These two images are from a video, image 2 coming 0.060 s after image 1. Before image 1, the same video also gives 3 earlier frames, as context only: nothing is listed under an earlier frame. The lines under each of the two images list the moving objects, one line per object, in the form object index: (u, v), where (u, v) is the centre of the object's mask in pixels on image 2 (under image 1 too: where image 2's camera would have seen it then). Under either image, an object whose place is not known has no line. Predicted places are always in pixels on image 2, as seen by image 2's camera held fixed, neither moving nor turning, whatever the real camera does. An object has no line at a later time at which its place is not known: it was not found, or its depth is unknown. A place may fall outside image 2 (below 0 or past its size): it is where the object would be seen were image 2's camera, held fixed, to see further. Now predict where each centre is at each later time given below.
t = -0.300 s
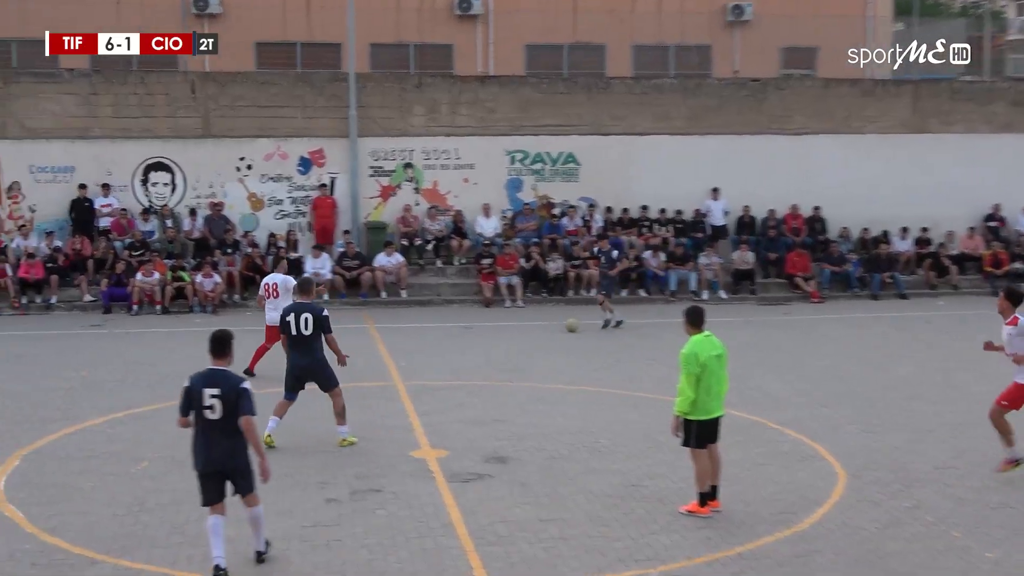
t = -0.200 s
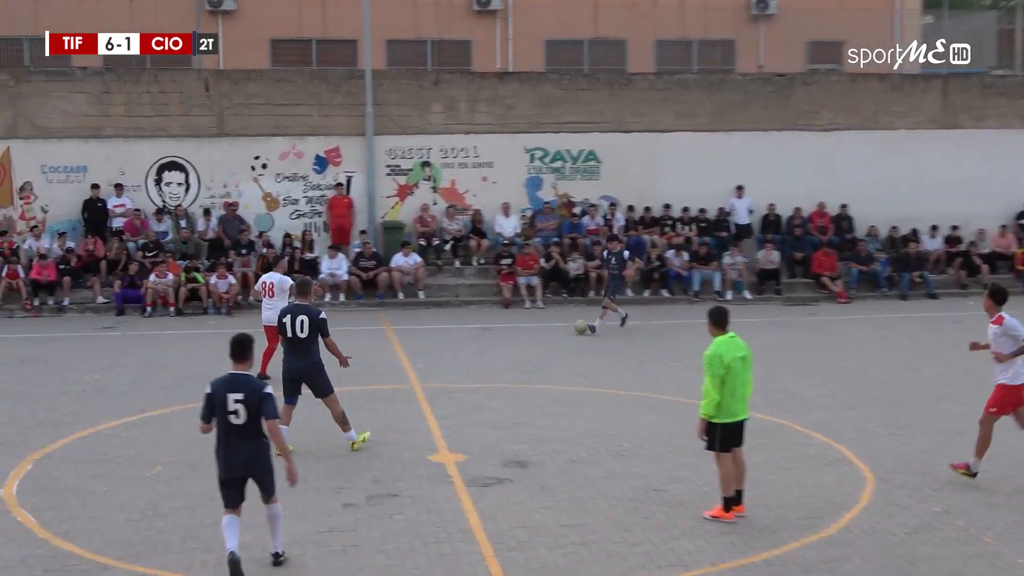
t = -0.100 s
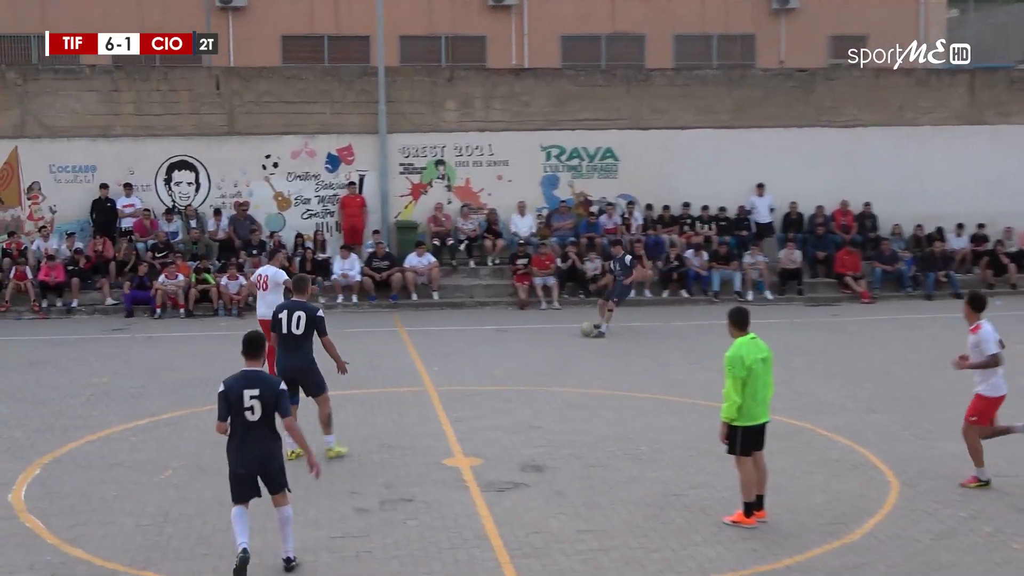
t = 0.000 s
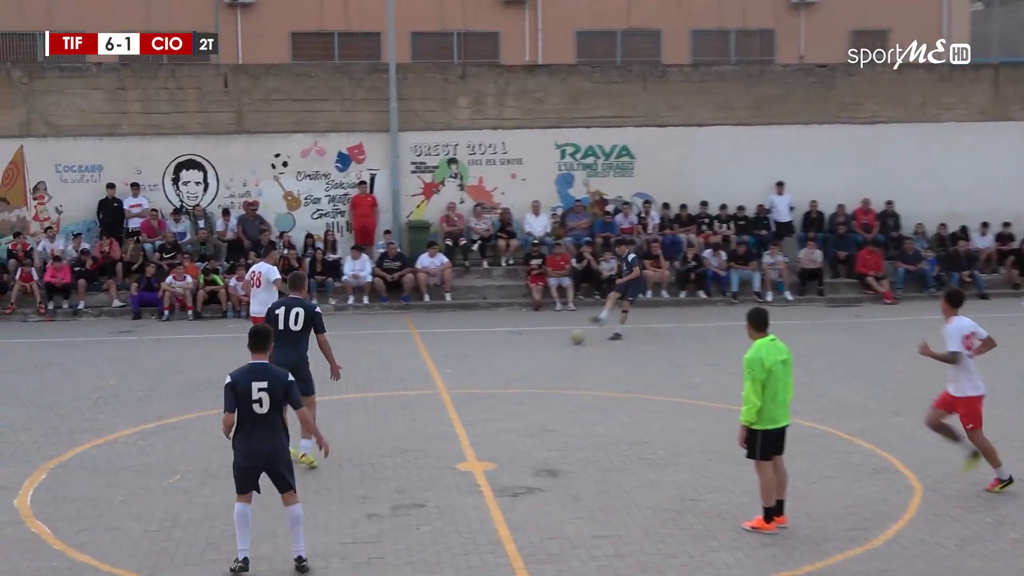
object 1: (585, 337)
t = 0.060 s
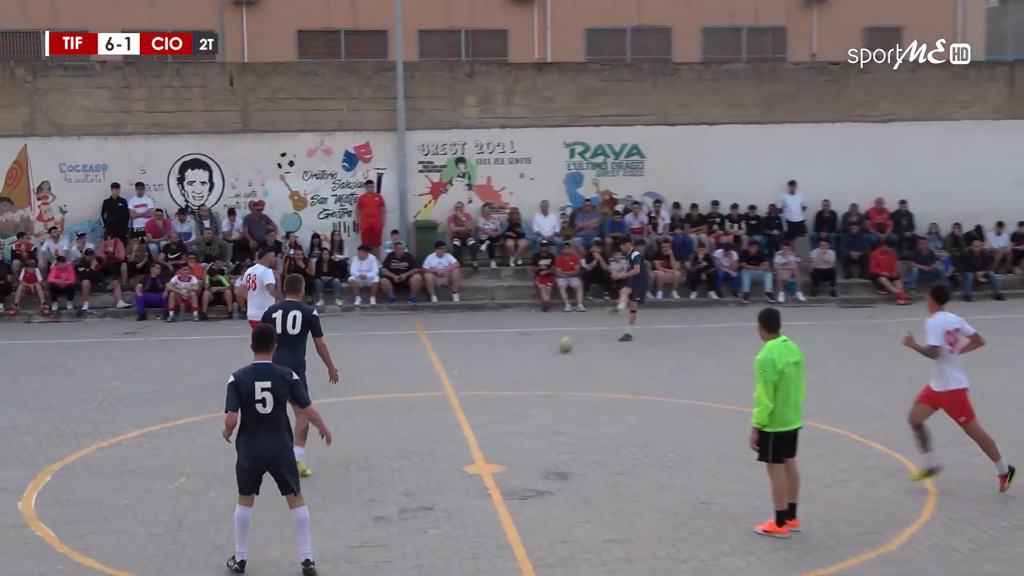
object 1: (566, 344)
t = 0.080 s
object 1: (559, 346)
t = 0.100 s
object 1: (552, 347)
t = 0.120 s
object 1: (546, 348)
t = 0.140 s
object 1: (539, 350)
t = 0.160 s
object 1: (533, 351)
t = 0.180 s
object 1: (525, 354)
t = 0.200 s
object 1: (518, 357)
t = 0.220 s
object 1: (511, 361)
